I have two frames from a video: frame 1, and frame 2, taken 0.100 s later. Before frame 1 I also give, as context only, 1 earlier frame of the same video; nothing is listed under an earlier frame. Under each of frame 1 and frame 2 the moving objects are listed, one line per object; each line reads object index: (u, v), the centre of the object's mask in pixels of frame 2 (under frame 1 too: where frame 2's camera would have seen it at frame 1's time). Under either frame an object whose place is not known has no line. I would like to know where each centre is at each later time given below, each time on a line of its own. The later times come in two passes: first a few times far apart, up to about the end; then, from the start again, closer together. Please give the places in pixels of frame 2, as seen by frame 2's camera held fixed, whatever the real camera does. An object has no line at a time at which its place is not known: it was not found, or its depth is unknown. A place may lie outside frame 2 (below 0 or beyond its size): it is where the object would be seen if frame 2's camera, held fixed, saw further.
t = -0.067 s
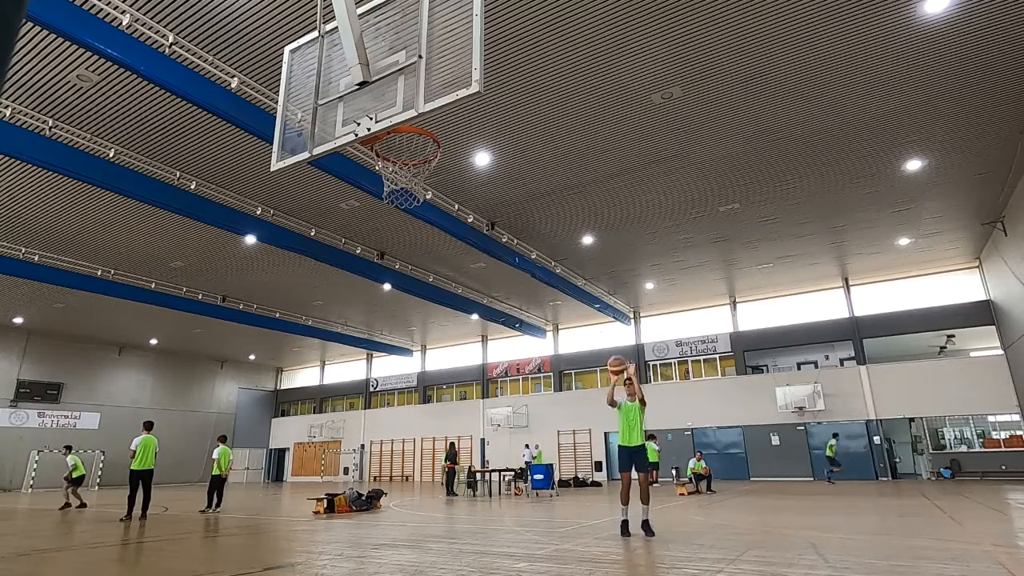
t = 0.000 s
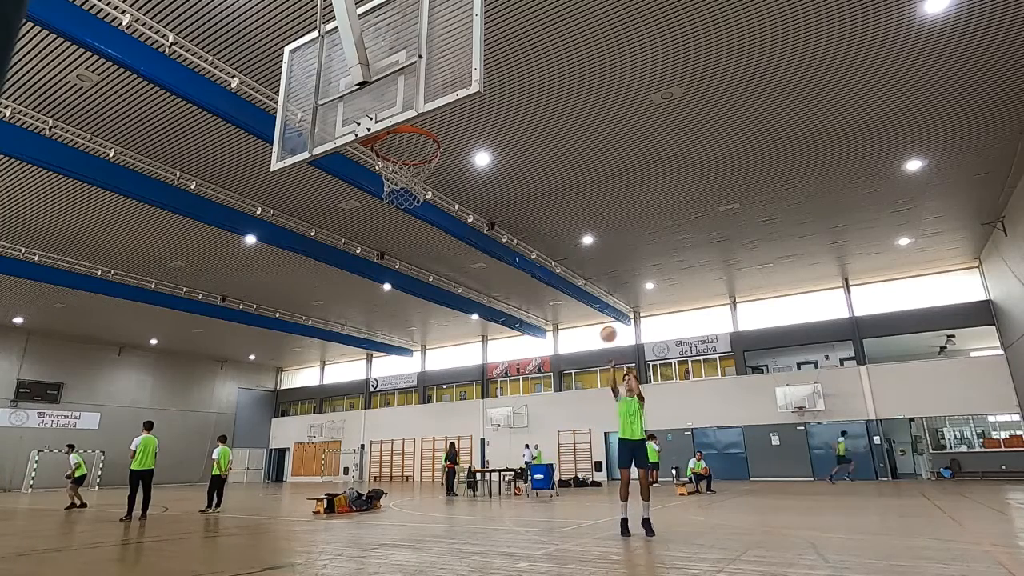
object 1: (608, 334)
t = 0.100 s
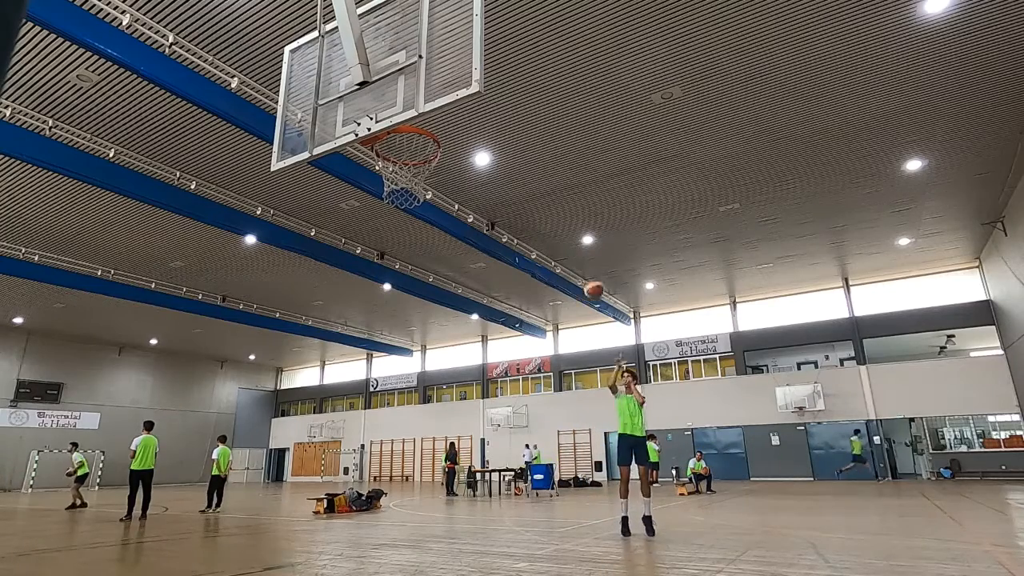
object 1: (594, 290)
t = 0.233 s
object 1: (572, 236)
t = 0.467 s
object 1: (532, 167)
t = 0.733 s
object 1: (473, 127)
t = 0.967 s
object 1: (394, 149)
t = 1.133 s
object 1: (401, 202)
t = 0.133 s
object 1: (588, 275)
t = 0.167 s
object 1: (583, 262)
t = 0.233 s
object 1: (572, 236)
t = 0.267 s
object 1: (567, 225)
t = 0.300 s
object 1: (562, 214)
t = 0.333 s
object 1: (556, 203)
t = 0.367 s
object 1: (551, 193)
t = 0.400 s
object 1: (545, 184)
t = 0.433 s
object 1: (538, 174)
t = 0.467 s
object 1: (532, 167)
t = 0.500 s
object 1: (526, 159)
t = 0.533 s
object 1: (519, 152)
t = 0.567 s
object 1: (512, 146)
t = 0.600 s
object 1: (505, 141)
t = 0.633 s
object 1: (498, 136)
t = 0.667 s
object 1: (490, 132)
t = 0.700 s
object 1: (481, 129)
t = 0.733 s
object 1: (473, 127)
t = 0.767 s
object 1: (463, 127)
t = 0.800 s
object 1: (453, 127)
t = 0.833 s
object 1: (444, 127)
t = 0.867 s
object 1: (434, 130)
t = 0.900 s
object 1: (421, 136)
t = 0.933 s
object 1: (408, 145)
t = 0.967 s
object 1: (394, 149)
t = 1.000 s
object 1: (393, 159)
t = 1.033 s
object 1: (394, 168)
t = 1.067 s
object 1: (395, 180)
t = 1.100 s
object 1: (399, 189)
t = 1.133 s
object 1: (401, 202)
